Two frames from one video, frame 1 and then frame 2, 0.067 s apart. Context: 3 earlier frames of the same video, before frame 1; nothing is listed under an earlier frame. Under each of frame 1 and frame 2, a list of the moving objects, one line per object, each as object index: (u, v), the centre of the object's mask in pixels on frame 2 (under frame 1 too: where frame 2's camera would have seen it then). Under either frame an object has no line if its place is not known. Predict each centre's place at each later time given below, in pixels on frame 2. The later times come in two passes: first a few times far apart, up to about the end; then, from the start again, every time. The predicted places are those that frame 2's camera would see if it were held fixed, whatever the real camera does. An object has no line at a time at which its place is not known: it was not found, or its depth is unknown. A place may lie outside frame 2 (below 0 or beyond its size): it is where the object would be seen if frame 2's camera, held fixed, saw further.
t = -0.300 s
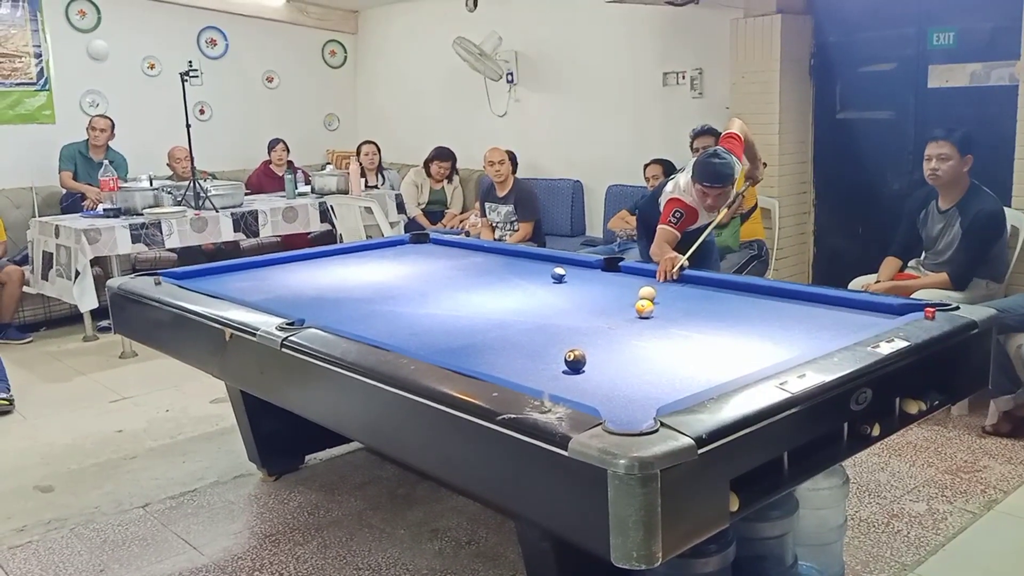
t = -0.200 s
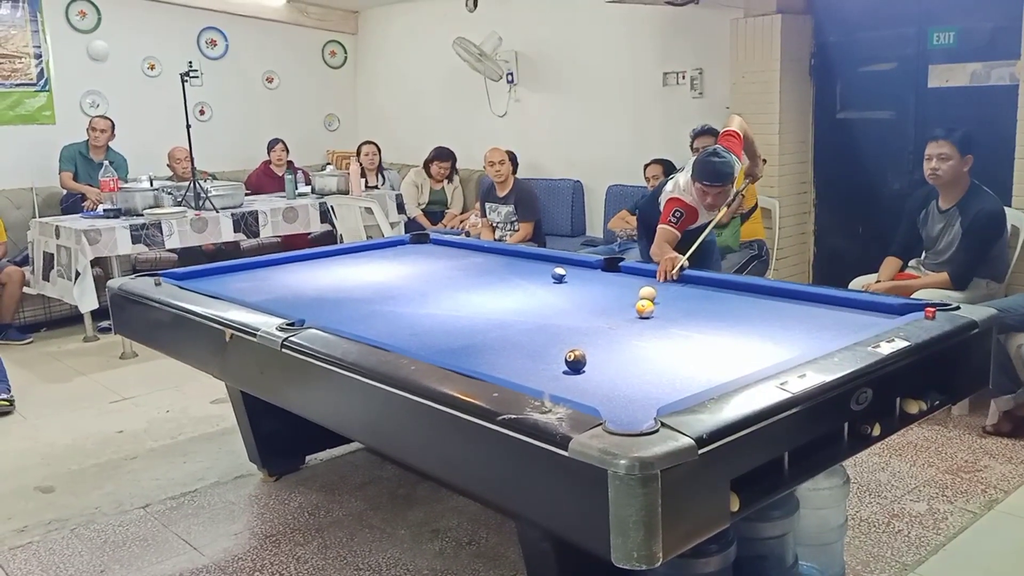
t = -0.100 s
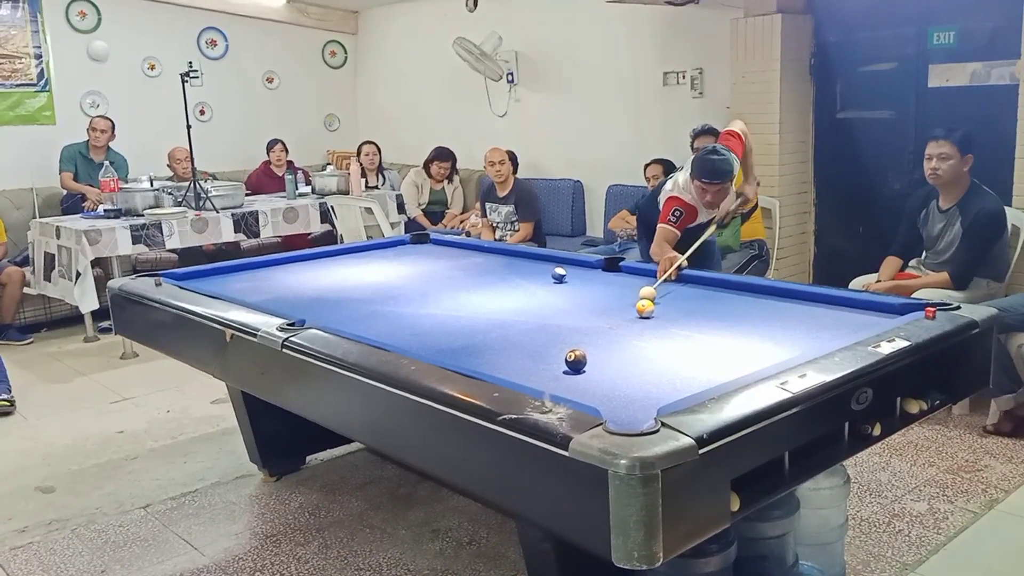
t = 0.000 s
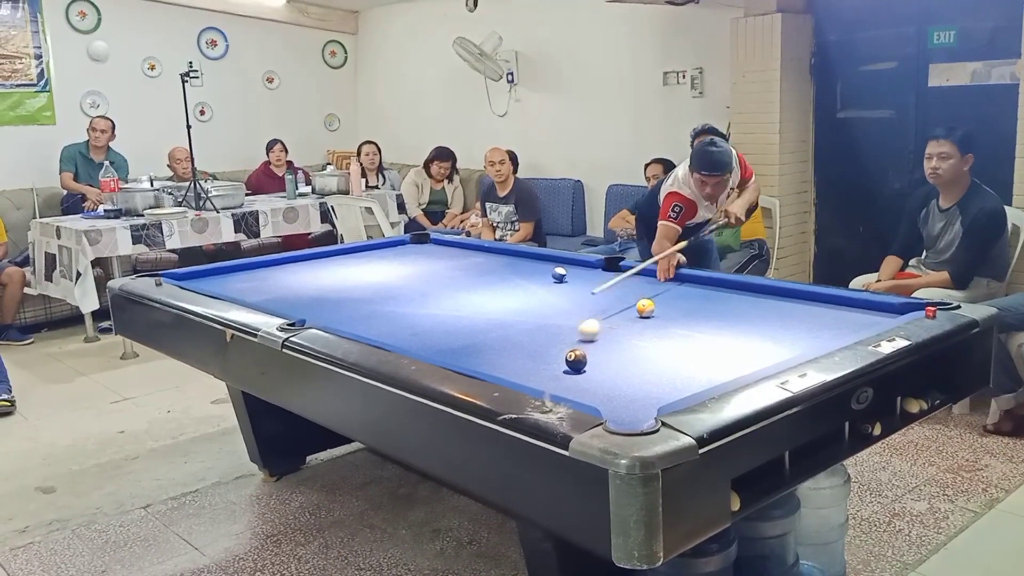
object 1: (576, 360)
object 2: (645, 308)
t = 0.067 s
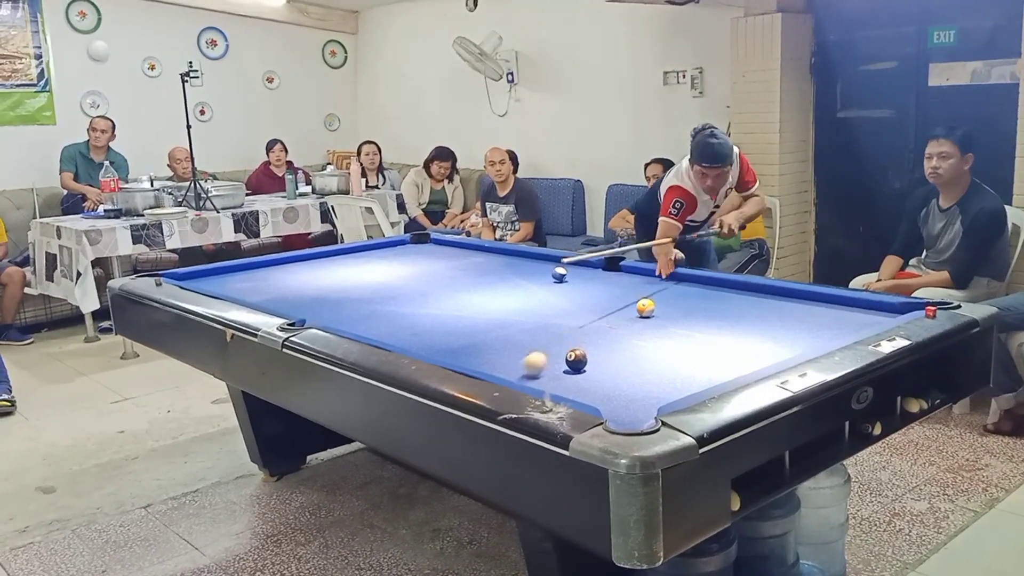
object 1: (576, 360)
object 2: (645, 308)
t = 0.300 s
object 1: (628, 336)
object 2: (647, 308)
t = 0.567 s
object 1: (696, 310)
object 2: (645, 308)
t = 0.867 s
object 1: (748, 288)
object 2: (645, 308)
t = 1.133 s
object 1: (705, 297)
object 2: (645, 308)
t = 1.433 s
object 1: (664, 308)
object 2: (638, 309)
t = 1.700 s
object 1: (659, 316)
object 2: (608, 311)
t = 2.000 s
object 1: (654, 324)
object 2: (577, 315)
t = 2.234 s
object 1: (650, 330)
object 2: (553, 318)
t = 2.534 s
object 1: (646, 338)
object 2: (523, 319)
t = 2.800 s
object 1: (642, 346)
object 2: (499, 321)
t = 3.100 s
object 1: (639, 354)
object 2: (475, 322)
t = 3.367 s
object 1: (636, 360)
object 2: (455, 323)
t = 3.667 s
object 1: (634, 368)
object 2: (435, 326)
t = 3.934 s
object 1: (633, 373)
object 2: (419, 325)
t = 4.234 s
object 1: (633, 379)
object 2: (403, 325)
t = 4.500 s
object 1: (632, 384)
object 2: (391, 326)
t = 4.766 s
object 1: (632, 388)
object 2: (381, 325)
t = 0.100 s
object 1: (576, 360)
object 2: (645, 308)
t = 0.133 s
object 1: (576, 360)
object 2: (645, 308)
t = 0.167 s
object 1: (583, 358)
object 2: (645, 308)
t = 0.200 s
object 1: (594, 346)
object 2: (645, 308)
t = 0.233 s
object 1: (605, 340)
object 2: (645, 308)
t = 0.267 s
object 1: (616, 337)
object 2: (645, 308)
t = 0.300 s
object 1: (628, 336)
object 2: (647, 308)
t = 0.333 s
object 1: (637, 331)
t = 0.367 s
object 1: (645, 330)
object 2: (644, 307)
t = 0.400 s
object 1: (655, 326)
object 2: (645, 308)
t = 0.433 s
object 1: (665, 322)
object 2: (645, 308)
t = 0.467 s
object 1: (672, 320)
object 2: (645, 308)
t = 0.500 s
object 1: (681, 316)
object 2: (645, 308)
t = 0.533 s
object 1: (689, 313)
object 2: (645, 308)
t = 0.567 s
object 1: (696, 310)
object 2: (645, 308)
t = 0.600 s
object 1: (704, 307)
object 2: (645, 308)
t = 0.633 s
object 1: (711, 304)
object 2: (645, 308)
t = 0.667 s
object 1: (718, 301)
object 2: (645, 308)
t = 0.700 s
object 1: (725, 298)
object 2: (645, 308)
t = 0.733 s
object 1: (732, 295)
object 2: (646, 308)
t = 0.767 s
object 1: (739, 293)
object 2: (646, 308)
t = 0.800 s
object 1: (745, 290)
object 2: (645, 308)
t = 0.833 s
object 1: (752, 288)
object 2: (645, 308)
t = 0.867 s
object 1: (748, 288)
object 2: (645, 308)
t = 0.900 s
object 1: (743, 289)
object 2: (645, 308)
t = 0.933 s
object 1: (737, 290)
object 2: (645, 308)
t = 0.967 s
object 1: (732, 292)
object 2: (645, 308)
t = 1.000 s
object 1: (727, 293)
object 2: (645, 308)
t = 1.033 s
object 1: (721, 294)
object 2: (645, 308)
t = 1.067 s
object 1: (716, 295)
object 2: (645, 308)
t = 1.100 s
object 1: (710, 297)
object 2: (645, 308)
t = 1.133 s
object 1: (705, 297)
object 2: (645, 308)
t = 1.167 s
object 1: (700, 299)
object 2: (645, 308)
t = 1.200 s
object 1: (695, 300)
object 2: (645, 308)
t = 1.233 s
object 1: (689, 302)
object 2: (645, 308)
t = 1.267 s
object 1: (684, 303)
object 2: (645, 308)
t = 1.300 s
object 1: (678, 304)
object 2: (645, 308)
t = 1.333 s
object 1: (673, 305)
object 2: (645, 308)
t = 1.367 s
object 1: (667, 306)
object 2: (646, 308)
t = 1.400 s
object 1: (664, 307)
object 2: (643, 308)
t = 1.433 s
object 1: (664, 308)
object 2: (638, 309)
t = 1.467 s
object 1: (663, 309)
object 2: (635, 309)
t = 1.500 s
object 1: (663, 310)
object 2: (631, 309)
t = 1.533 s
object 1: (662, 311)
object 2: (627, 310)
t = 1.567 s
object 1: (661, 312)
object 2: (623, 310)
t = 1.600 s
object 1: (661, 313)
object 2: (619, 310)
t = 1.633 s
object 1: (660, 314)
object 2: (616, 310)
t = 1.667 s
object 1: (660, 315)
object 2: (612, 310)
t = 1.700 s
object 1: (659, 316)
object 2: (608, 311)
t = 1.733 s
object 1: (658, 317)
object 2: (604, 311)
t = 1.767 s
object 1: (658, 317)
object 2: (601, 311)
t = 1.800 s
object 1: (657, 318)
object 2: (597, 312)
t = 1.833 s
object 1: (657, 319)
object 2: (594, 312)
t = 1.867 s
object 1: (656, 320)
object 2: (591, 312)
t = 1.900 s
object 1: (656, 321)
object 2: (587, 313)
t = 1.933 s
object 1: (655, 322)
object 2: (584, 314)
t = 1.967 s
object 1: (654, 323)
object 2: (581, 315)
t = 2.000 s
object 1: (654, 324)
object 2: (577, 315)
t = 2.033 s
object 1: (653, 325)
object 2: (572, 315)
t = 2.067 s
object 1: (653, 326)
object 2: (569, 316)
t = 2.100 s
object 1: (652, 326)
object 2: (565, 316)
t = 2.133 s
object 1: (652, 327)
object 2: (562, 317)
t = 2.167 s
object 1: (651, 328)
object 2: (559, 317)
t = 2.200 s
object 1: (651, 329)
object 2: (556, 318)
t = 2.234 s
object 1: (650, 330)
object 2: (553, 318)
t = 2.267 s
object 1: (650, 331)
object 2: (549, 318)
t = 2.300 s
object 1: (649, 332)
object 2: (546, 318)
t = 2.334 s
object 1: (649, 333)
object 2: (543, 318)
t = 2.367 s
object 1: (648, 334)
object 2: (539, 318)
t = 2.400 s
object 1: (648, 334)
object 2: (536, 318)
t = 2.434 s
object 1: (647, 335)
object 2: (533, 318)
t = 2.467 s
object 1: (647, 336)
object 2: (530, 318)
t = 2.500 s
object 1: (646, 338)
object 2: (526, 318)
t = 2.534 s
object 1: (646, 338)
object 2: (523, 319)
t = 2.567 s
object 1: (645, 339)
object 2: (520, 319)
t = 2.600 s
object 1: (645, 340)
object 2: (516, 319)
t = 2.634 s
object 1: (644, 341)
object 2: (513, 319)
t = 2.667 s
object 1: (644, 342)
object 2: (510, 320)
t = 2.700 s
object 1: (644, 342)
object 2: (508, 320)
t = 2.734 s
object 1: (643, 344)
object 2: (505, 320)
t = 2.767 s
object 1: (643, 345)
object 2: (502, 320)
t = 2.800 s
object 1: (642, 346)
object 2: (499, 321)
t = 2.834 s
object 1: (642, 346)
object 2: (497, 321)
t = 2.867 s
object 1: (642, 348)
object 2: (494, 322)
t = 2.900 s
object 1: (641, 348)
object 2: (492, 321)
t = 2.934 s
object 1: (641, 349)
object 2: (489, 322)
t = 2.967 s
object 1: (640, 350)
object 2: (486, 322)
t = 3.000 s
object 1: (640, 351)
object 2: (483, 321)
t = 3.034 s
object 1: (639, 351)
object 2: (480, 321)
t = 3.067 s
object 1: (639, 352)
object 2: (478, 322)
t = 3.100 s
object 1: (639, 354)
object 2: (475, 322)
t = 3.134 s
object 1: (638, 355)
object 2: (472, 322)
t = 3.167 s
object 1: (638, 356)
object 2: (470, 322)
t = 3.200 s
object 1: (638, 356)
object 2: (467, 322)
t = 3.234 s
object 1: (637, 357)
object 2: (465, 322)
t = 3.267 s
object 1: (637, 358)
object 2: (462, 323)
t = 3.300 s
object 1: (637, 359)
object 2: (460, 323)
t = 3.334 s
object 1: (636, 359)
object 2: (457, 323)
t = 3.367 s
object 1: (636, 360)
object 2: (455, 323)
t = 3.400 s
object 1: (636, 361)
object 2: (452, 324)
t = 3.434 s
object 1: (636, 362)
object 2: (450, 324)
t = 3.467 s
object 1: (636, 363)
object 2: (448, 324)
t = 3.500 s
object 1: (635, 364)
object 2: (446, 325)
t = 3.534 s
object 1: (635, 364)
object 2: (444, 325)
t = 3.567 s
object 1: (635, 366)
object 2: (441, 325)
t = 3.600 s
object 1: (635, 365)
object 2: (439, 325)
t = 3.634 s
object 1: (635, 366)
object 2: (437, 326)
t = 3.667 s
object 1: (634, 368)
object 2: (435, 326)
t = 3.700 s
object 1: (634, 368)
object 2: (433, 326)
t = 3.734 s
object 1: (634, 369)
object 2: (431, 326)
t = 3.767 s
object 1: (634, 370)
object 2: (429, 326)
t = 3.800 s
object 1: (633, 371)
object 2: (427, 326)
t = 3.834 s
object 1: (634, 372)
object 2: (425, 326)
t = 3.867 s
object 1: (634, 372)
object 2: (423, 325)
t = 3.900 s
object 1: (633, 372)
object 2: (420, 325)
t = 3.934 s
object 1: (633, 373)
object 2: (419, 325)
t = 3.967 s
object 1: (633, 374)
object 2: (417, 325)
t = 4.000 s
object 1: (633, 375)
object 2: (415, 326)
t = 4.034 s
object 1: (633, 375)
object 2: (413, 326)
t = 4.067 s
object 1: (633, 376)
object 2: (412, 326)
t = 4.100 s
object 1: (633, 376)
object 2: (410, 326)
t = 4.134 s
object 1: (633, 377)
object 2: (409, 325)
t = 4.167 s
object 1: (633, 378)
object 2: (407, 325)
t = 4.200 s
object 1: (633, 379)
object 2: (405, 325)
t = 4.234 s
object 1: (633, 379)
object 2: (403, 325)
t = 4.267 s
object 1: (633, 380)
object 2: (402, 325)
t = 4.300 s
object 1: (632, 380)
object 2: (400, 325)
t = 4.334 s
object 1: (632, 381)
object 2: (399, 325)
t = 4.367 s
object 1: (632, 381)
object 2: (397, 325)
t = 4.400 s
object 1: (632, 382)
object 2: (396, 325)
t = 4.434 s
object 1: (632, 383)
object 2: (394, 325)
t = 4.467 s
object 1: (632, 383)
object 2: (393, 325)
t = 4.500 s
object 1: (632, 384)
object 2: (391, 326)
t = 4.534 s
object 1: (632, 384)
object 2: (390, 326)
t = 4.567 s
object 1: (632, 385)
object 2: (389, 325)
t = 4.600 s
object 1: (632, 386)
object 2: (387, 326)
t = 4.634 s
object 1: (632, 386)
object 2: (386, 326)
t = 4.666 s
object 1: (632, 386)
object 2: (385, 326)
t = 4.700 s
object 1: (632, 387)
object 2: (383, 325)
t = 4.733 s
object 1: (632, 387)
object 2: (382, 325)
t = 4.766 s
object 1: (632, 388)
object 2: (381, 325)
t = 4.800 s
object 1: (632, 388)
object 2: (380, 326)
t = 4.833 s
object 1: (632, 389)
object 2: (379, 326)
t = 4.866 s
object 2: (378, 326)
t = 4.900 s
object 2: (377, 326)
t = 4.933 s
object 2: (376, 326)
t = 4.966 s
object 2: (375, 326)
